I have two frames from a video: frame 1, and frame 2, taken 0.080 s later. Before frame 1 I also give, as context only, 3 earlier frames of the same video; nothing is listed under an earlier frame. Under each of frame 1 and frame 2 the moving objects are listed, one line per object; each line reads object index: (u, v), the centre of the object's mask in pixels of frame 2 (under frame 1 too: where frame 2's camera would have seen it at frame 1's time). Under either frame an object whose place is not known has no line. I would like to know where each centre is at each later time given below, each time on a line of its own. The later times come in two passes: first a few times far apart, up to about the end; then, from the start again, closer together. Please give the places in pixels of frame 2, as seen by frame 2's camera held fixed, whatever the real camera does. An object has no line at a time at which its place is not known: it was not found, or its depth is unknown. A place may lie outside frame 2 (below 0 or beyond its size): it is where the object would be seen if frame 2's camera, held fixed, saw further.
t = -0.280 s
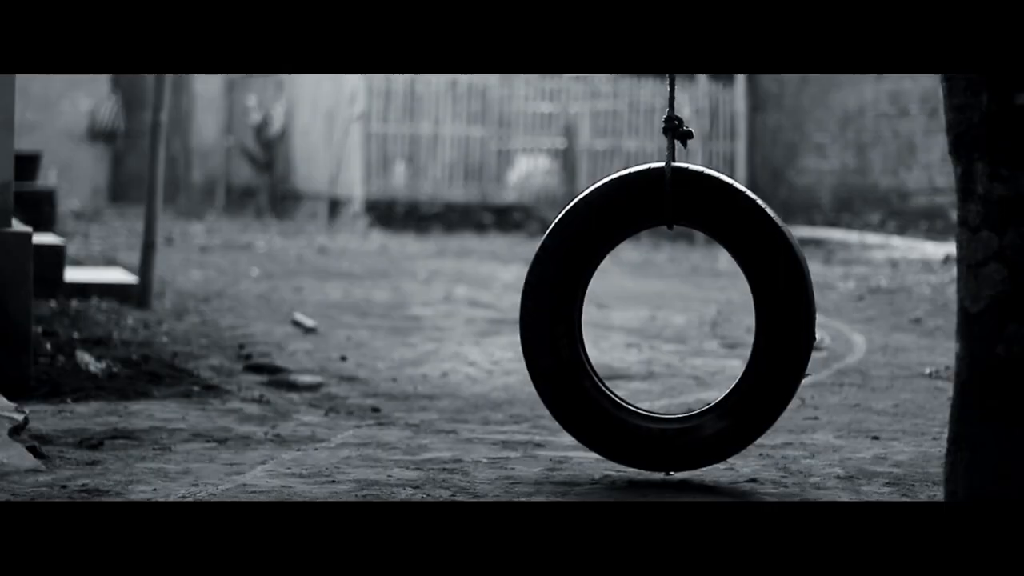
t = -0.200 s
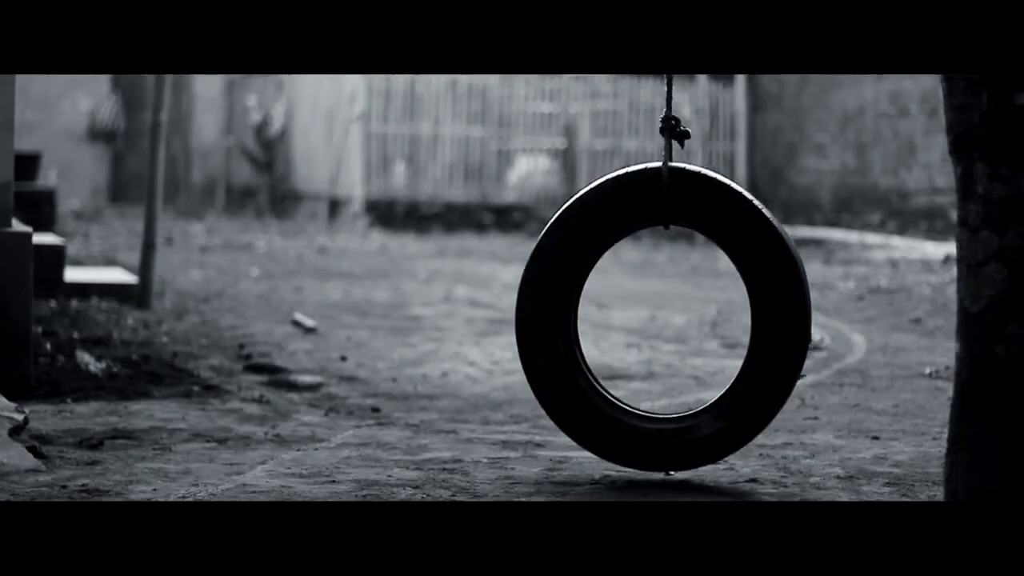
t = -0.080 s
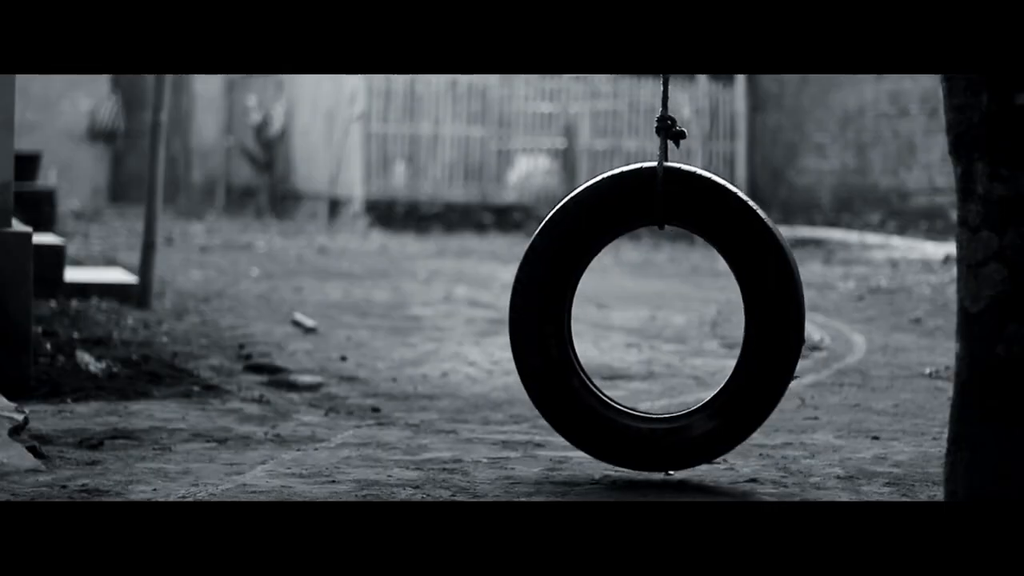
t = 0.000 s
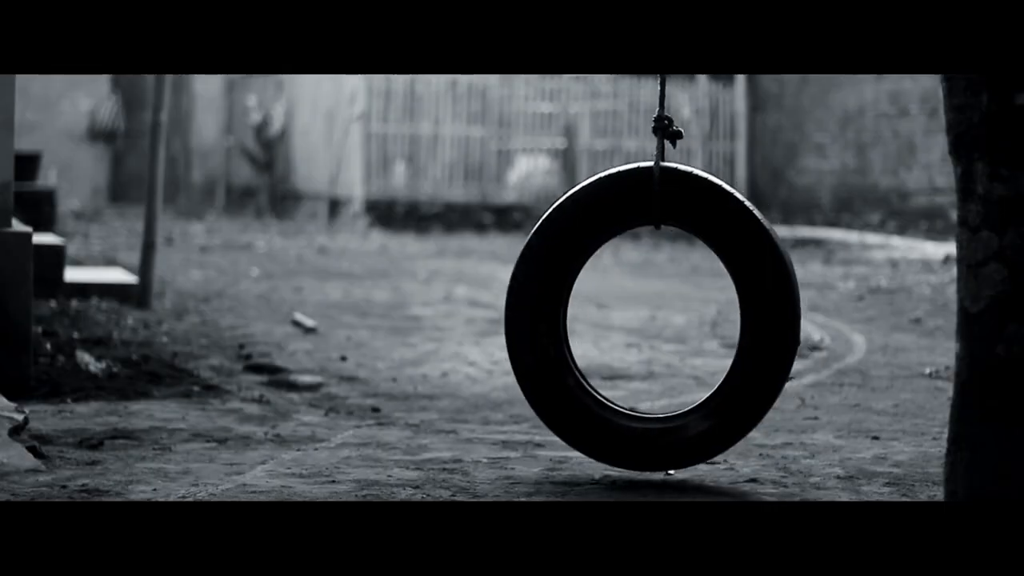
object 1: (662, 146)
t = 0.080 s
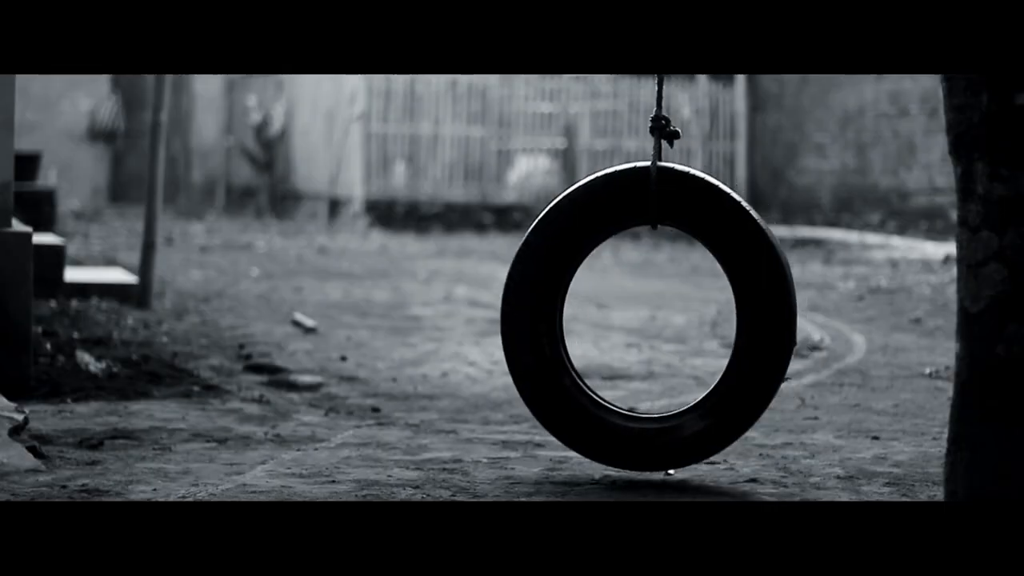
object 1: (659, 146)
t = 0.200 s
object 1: (655, 146)
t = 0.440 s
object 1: (652, 146)
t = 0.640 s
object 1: (653, 146)
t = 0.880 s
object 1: (659, 147)
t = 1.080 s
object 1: (666, 146)
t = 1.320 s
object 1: (676, 145)
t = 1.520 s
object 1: (681, 147)
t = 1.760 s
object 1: (681, 144)
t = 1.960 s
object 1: (678, 144)
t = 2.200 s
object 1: (670, 146)
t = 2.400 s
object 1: (662, 146)
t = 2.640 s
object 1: (655, 145)
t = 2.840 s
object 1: (653, 144)
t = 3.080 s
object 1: (654, 145)
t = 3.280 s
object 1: (659, 145)
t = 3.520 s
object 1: (668, 146)
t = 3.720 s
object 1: (675, 145)
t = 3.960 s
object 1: (680, 145)
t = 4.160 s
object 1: (681, 144)
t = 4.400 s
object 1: (677, 145)
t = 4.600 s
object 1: (671, 145)
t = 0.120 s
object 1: (657, 147)
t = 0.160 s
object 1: (656, 147)
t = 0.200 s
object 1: (655, 146)
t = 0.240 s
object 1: (654, 147)
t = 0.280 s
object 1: (653, 146)
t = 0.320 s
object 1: (653, 146)
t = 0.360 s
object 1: (652, 146)
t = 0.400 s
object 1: (652, 146)
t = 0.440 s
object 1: (652, 146)
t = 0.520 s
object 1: (652, 145)
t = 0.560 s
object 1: (652, 145)
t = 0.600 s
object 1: (653, 146)
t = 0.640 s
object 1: (653, 146)
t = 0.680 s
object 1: (654, 146)
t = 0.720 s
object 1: (655, 147)
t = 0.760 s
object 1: (656, 147)
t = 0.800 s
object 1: (657, 147)
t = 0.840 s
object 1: (658, 147)
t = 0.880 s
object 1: (659, 147)
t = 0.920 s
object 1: (661, 146)
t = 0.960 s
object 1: (662, 147)
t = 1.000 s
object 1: (664, 146)
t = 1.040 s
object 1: (665, 145)
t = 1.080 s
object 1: (666, 146)
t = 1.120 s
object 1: (668, 147)
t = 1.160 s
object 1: (670, 147)
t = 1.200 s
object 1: (672, 144)
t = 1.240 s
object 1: (673, 146)
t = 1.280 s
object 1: (675, 145)
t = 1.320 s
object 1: (676, 145)
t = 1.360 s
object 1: (677, 146)
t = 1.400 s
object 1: (678, 146)
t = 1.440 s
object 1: (679, 145)
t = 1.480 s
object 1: (680, 146)
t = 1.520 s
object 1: (681, 147)
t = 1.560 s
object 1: (681, 147)
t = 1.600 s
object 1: (681, 147)
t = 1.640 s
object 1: (681, 146)
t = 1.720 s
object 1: (681, 145)
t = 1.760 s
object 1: (681, 144)
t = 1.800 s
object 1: (681, 147)
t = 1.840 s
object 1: (680, 147)
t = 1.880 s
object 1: (680, 147)
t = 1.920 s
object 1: (679, 146)
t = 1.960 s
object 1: (678, 144)
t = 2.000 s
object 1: (677, 145)
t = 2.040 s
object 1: (676, 146)
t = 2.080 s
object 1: (674, 146)
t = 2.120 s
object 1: (673, 146)
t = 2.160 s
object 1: (672, 145)
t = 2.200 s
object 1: (670, 146)
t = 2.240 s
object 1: (669, 145)
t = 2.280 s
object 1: (667, 146)
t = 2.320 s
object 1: (665, 146)
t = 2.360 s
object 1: (664, 147)
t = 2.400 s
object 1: (662, 146)
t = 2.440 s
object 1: (661, 145)
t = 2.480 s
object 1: (659, 146)
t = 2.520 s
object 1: (658, 146)
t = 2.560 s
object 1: (657, 146)
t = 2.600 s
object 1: (656, 145)
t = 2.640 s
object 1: (655, 145)
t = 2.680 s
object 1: (654, 146)
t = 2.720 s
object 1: (653, 145)
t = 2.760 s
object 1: (653, 144)
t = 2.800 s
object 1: (653, 144)
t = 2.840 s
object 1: (653, 144)
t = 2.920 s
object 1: (652, 144)
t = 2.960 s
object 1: (653, 144)
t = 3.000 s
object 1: (653, 144)
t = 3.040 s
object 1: (653, 145)
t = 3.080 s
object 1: (654, 145)
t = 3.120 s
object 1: (655, 146)
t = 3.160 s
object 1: (655, 145)
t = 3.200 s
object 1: (657, 145)
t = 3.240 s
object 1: (658, 144)
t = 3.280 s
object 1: (659, 145)
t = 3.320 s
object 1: (660, 145)
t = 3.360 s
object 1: (662, 145)
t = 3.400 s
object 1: (663, 146)
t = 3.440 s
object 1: (665, 146)
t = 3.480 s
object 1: (666, 145)
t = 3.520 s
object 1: (668, 146)
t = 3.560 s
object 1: (670, 146)
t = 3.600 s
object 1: (671, 145)
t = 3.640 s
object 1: (673, 145)
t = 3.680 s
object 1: (674, 144)
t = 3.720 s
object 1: (675, 145)
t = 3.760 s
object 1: (677, 145)
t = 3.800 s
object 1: (678, 145)
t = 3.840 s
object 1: (678, 145)
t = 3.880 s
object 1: (679, 144)
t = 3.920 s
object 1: (680, 145)
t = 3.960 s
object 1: (680, 145)
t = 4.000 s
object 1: (681, 144)
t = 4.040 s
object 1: (681, 144)
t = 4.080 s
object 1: (681, 144)
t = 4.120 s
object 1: (681, 144)
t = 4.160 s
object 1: (681, 144)
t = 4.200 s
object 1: (681, 145)
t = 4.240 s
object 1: (680, 145)
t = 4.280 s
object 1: (680, 144)
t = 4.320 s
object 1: (679, 144)
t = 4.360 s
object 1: (678, 143)
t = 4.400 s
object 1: (677, 145)
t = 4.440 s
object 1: (676, 145)
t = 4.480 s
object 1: (675, 145)
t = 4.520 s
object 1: (674, 144)
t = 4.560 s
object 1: (672, 145)
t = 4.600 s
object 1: (671, 145)
